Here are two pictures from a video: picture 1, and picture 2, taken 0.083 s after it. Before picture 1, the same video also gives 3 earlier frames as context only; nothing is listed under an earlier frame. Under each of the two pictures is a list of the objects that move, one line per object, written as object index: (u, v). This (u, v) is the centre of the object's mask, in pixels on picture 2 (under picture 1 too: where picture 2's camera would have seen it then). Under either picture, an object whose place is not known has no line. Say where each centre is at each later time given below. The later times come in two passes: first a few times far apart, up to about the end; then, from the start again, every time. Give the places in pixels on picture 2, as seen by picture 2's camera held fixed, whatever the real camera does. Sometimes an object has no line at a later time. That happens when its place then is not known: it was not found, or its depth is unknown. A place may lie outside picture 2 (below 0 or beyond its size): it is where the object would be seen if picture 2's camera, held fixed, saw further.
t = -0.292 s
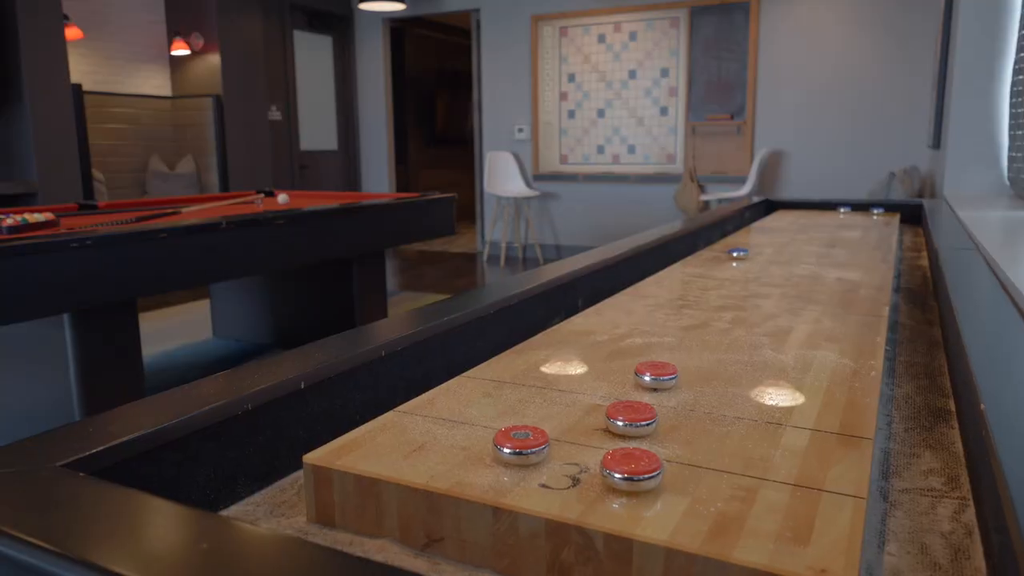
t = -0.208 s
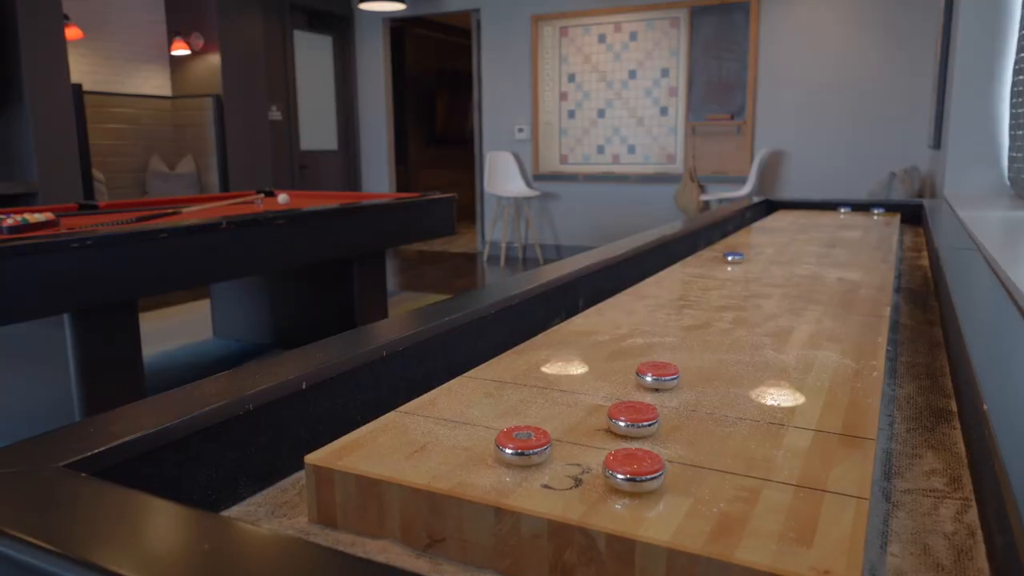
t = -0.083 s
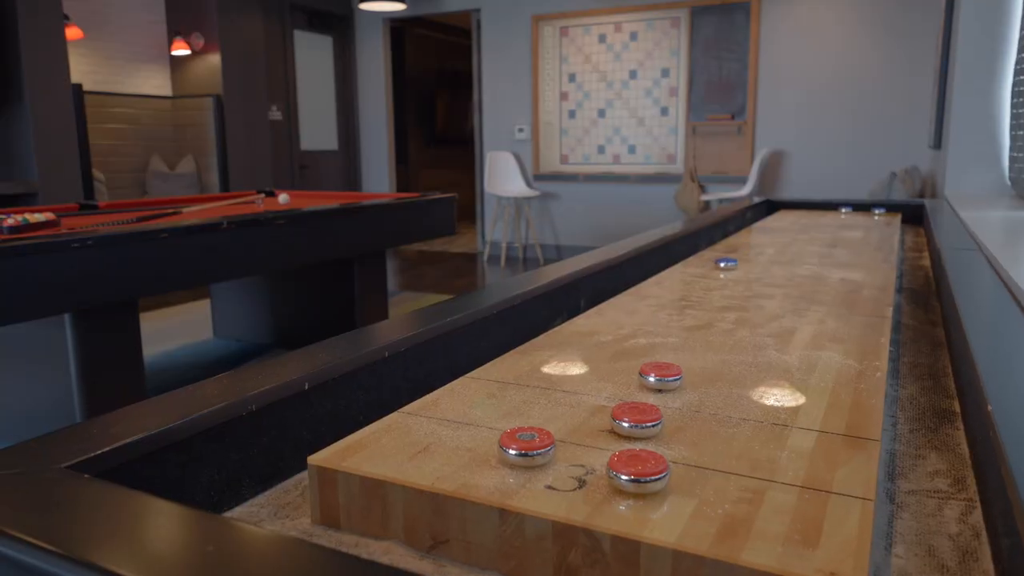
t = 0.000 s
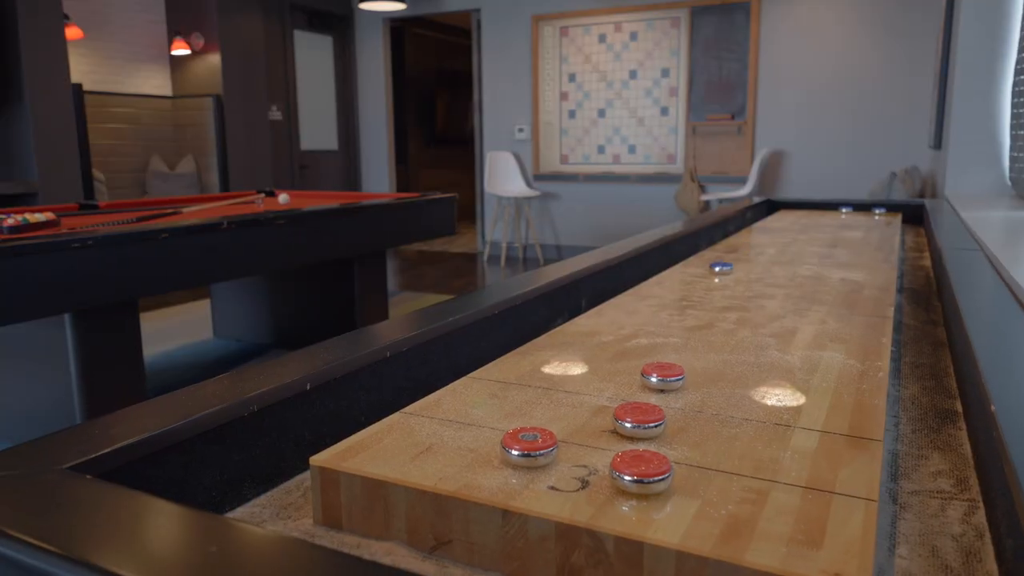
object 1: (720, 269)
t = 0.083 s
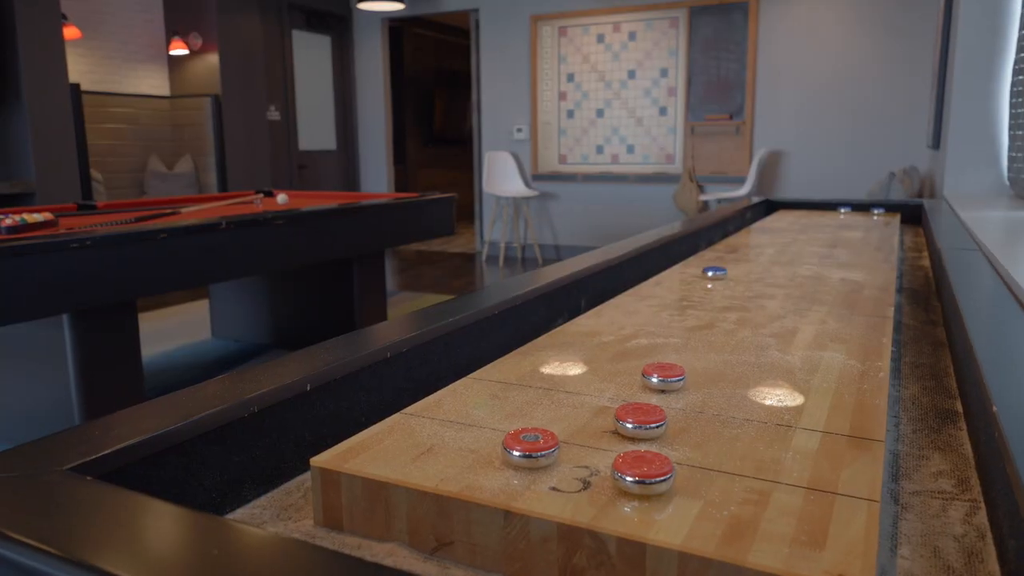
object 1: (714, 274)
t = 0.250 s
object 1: (702, 282)
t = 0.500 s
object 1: (681, 299)
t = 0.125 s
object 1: (711, 277)
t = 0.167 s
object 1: (707, 279)
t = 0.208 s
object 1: (705, 280)
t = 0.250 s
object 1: (702, 282)
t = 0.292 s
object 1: (698, 285)
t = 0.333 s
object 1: (695, 287)
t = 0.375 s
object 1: (691, 291)
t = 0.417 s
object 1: (688, 293)
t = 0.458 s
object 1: (684, 296)
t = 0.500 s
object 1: (681, 299)
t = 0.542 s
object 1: (677, 301)
